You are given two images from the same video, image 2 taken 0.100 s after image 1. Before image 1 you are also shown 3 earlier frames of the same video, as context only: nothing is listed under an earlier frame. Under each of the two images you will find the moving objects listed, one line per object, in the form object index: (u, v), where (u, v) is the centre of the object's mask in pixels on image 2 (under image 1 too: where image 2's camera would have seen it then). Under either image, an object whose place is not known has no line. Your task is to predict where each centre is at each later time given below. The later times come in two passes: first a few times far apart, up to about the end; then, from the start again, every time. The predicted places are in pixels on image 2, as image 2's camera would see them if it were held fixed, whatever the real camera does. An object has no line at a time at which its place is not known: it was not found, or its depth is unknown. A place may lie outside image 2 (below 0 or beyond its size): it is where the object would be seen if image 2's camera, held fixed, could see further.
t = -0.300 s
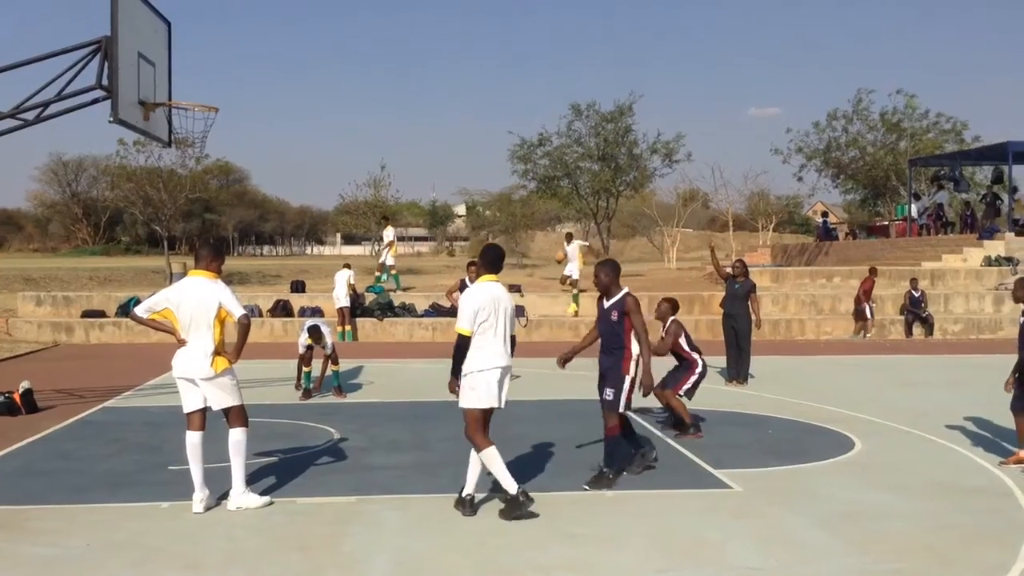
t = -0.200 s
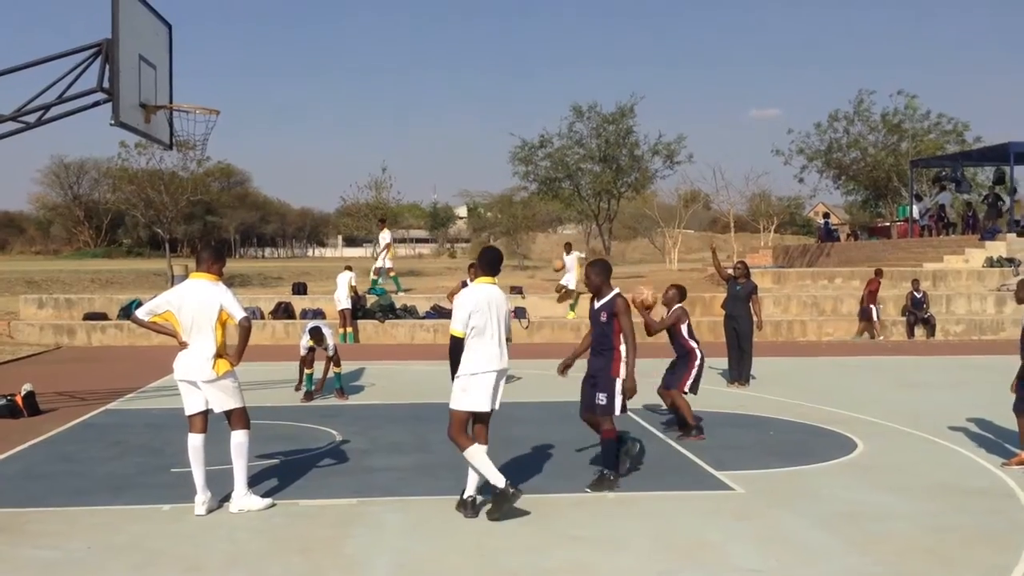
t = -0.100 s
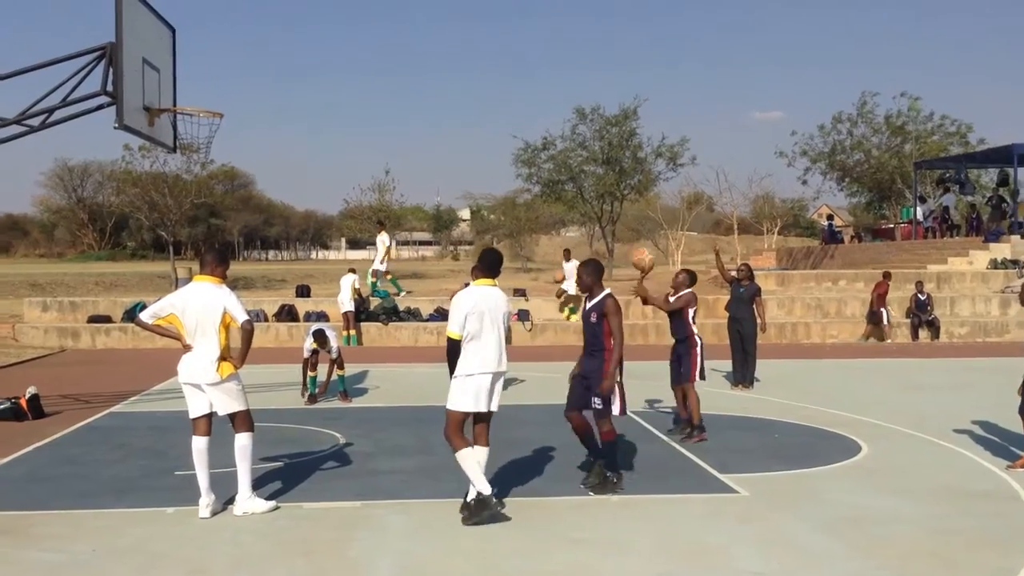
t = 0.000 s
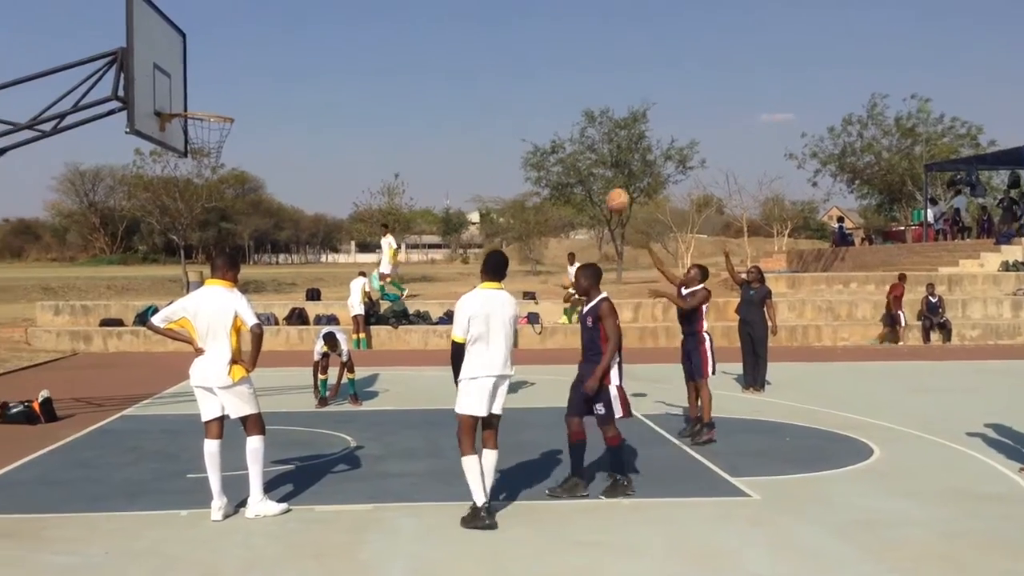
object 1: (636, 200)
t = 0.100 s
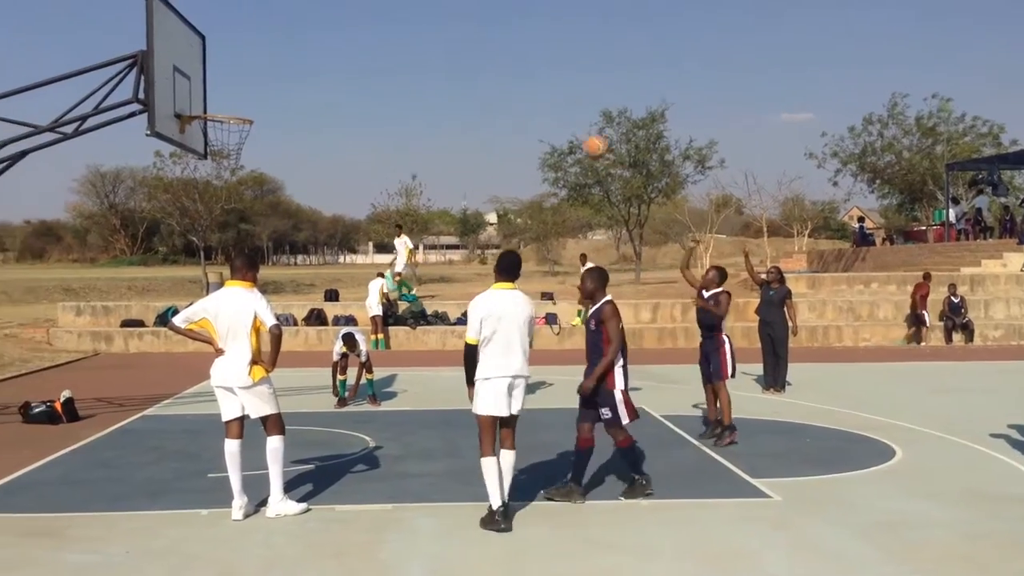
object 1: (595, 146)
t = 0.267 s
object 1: (530, 76)
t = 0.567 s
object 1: (410, 20)
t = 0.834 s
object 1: (305, 50)
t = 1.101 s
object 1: (210, 139)
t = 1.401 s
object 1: (211, 142)
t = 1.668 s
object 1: (248, 196)
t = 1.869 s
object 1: (280, 285)
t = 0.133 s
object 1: (582, 130)
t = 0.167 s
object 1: (570, 115)
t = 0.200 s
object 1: (556, 101)
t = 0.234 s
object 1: (543, 88)
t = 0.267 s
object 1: (530, 76)
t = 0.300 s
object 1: (516, 66)
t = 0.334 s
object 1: (502, 56)
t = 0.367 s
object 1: (490, 48)
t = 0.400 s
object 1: (476, 40)
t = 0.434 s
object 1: (463, 33)
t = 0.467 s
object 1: (450, 29)
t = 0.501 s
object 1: (437, 25)
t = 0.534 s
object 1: (424, 22)
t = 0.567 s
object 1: (410, 20)
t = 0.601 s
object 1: (397, 20)
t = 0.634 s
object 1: (384, 21)
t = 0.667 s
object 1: (371, 22)
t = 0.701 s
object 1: (358, 25)
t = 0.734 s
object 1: (345, 29)
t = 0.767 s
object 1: (332, 35)
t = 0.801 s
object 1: (318, 42)
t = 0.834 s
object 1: (305, 50)
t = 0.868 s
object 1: (292, 59)
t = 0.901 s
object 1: (278, 70)
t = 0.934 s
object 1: (265, 81)
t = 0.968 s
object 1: (252, 94)
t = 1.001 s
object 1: (239, 108)
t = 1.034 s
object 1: (225, 124)
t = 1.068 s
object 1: (213, 137)
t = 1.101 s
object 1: (210, 139)
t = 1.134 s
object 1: (207, 138)
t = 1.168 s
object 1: (206, 136)
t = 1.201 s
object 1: (205, 134)
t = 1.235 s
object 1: (205, 134)
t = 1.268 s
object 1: (204, 133)
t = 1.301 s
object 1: (205, 134)
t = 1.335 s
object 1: (205, 136)
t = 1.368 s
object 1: (207, 139)
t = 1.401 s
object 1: (211, 142)
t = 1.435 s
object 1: (216, 147)
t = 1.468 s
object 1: (220, 152)
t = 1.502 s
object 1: (225, 157)
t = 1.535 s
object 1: (230, 162)
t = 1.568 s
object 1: (233, 168)
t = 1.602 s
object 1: (238, 176)
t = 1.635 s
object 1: (243, 185)
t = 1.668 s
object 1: (248, 196)
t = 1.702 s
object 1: (254, 207)
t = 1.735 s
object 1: (259, 220)
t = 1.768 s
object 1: (264, 235)
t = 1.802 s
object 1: (269, 250)
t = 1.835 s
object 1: (272, 267)
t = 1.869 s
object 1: (280, 285)
